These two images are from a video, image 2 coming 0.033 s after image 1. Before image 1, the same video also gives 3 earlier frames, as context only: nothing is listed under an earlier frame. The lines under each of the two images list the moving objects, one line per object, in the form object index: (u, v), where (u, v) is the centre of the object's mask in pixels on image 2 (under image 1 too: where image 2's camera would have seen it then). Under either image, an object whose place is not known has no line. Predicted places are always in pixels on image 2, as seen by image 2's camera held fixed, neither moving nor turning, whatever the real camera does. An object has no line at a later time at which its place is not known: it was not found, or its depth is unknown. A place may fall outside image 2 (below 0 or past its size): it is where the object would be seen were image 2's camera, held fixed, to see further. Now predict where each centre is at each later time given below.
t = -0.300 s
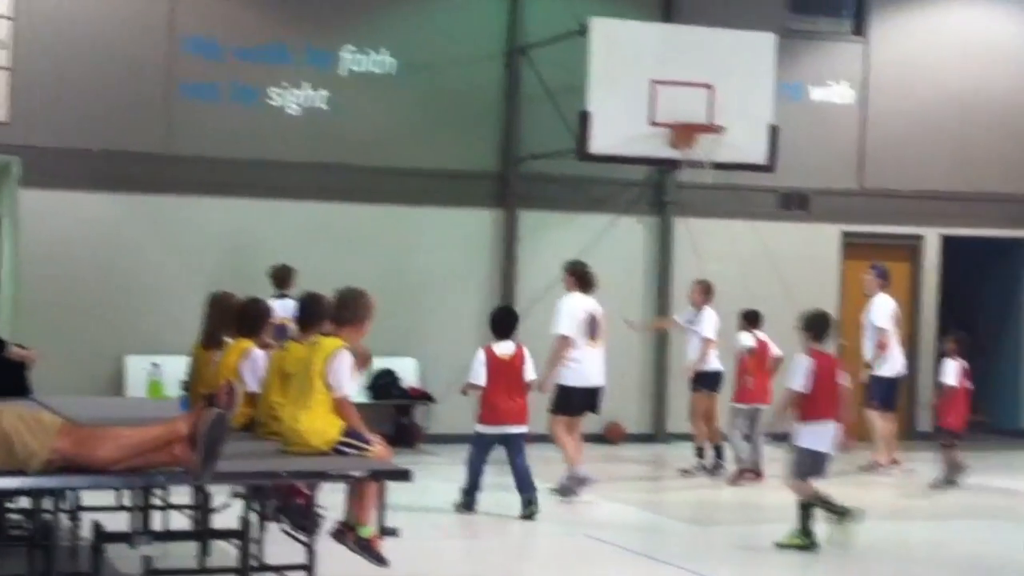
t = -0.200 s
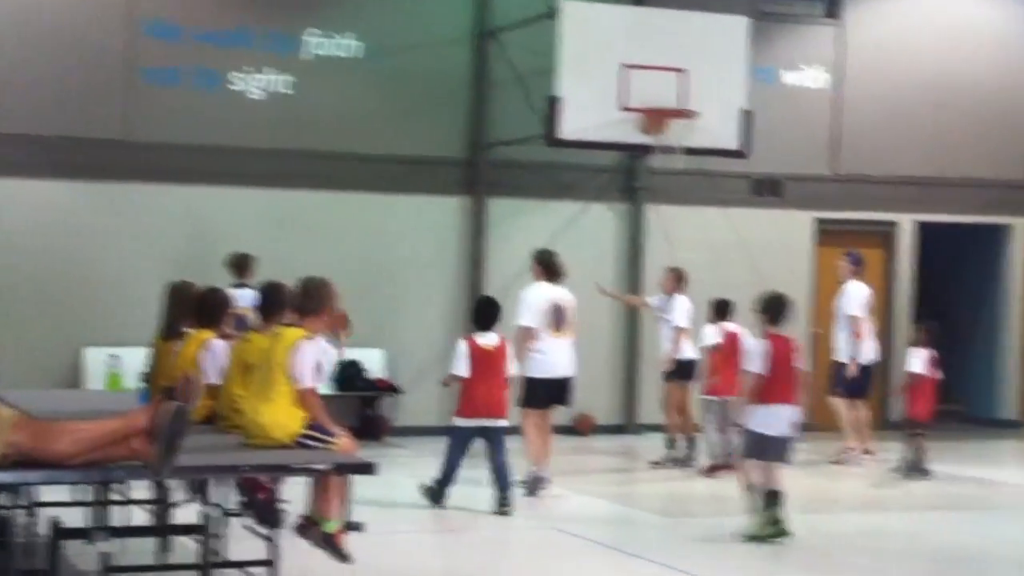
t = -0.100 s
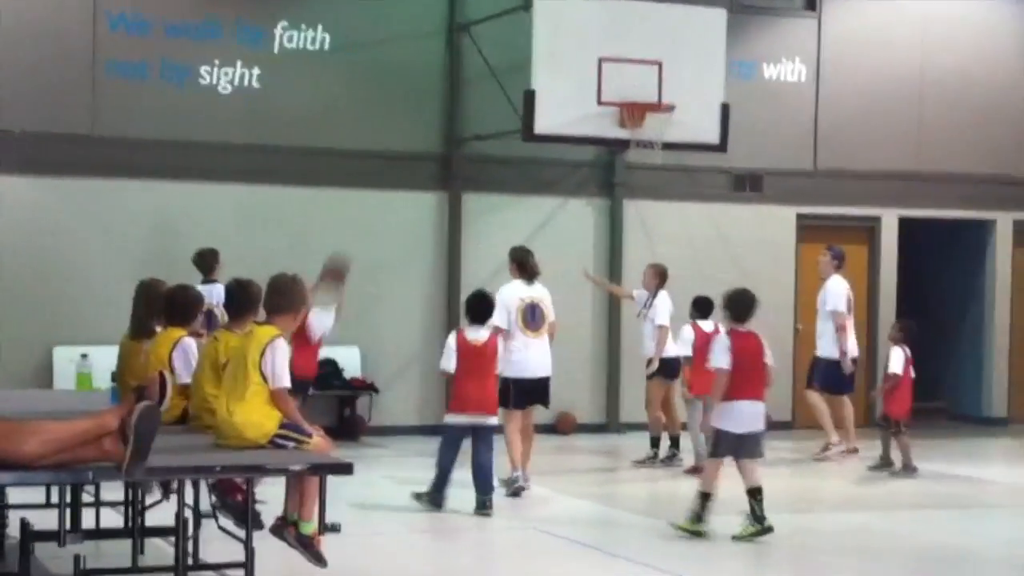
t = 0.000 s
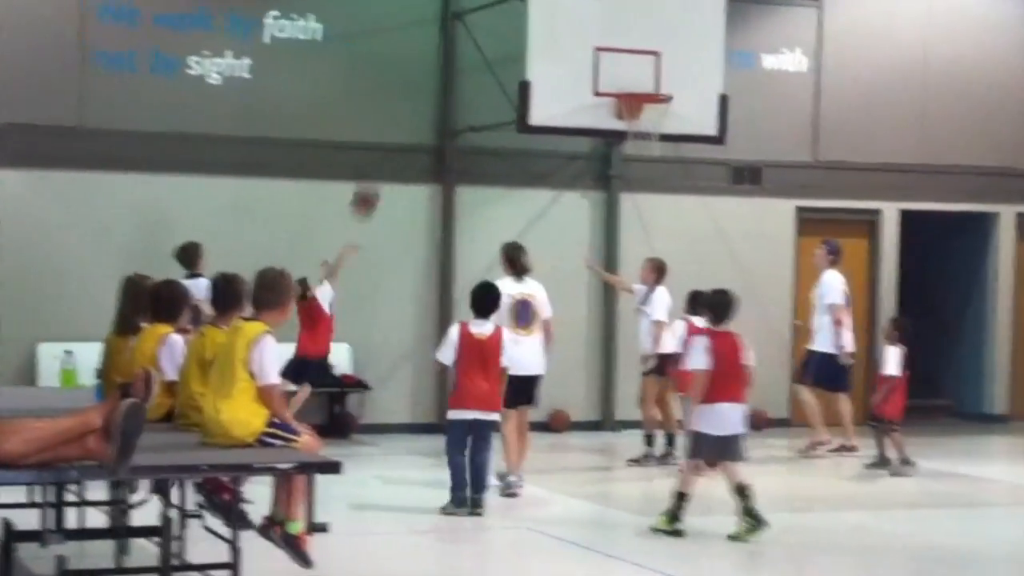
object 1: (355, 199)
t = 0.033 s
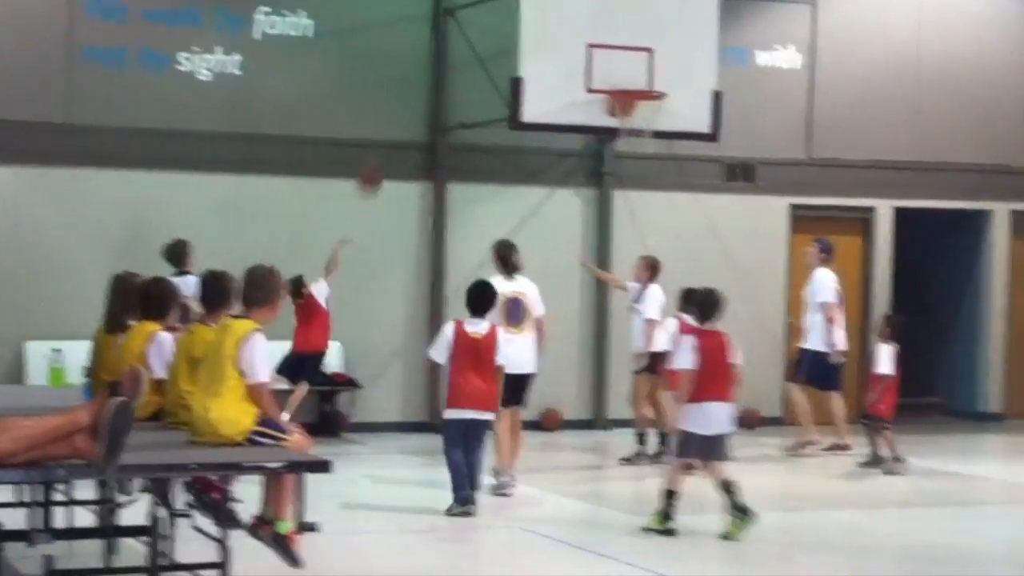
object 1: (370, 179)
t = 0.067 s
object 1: (383, 159)
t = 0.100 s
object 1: (395, 143)
